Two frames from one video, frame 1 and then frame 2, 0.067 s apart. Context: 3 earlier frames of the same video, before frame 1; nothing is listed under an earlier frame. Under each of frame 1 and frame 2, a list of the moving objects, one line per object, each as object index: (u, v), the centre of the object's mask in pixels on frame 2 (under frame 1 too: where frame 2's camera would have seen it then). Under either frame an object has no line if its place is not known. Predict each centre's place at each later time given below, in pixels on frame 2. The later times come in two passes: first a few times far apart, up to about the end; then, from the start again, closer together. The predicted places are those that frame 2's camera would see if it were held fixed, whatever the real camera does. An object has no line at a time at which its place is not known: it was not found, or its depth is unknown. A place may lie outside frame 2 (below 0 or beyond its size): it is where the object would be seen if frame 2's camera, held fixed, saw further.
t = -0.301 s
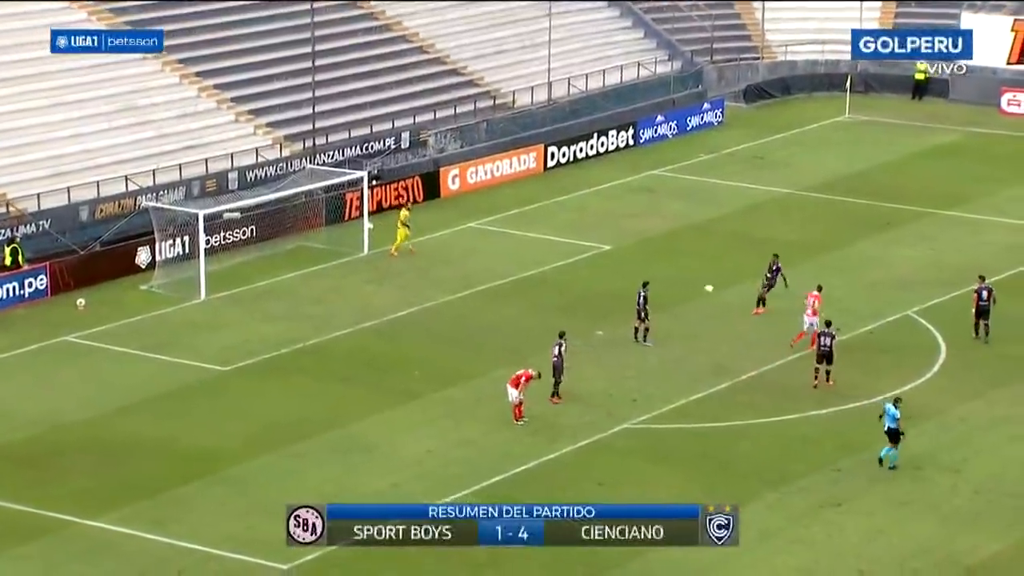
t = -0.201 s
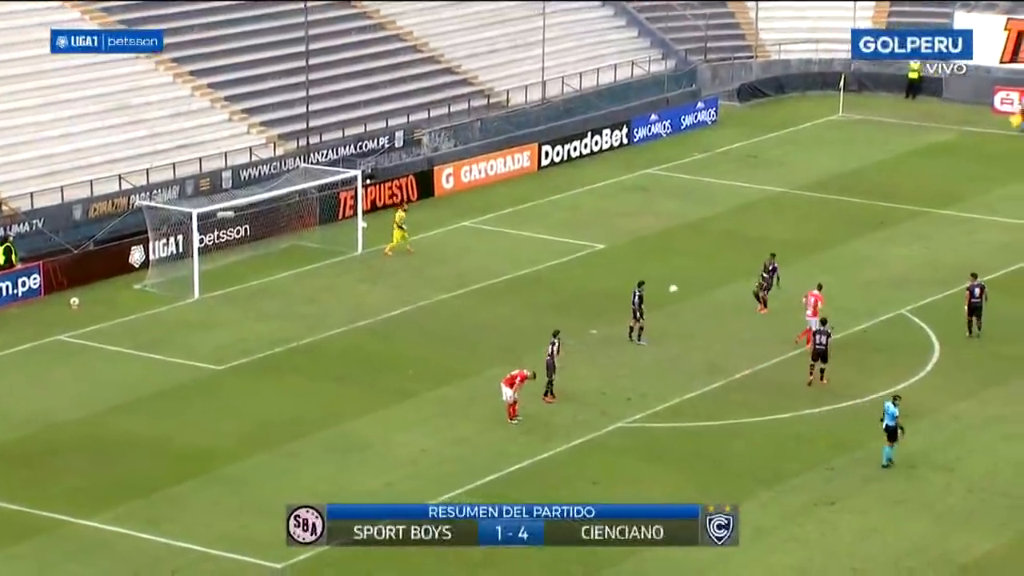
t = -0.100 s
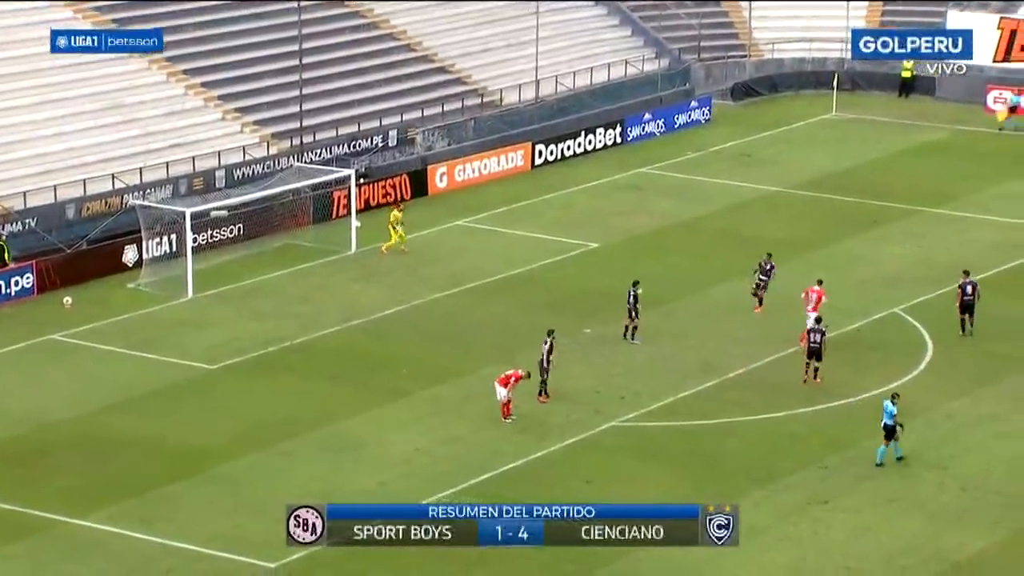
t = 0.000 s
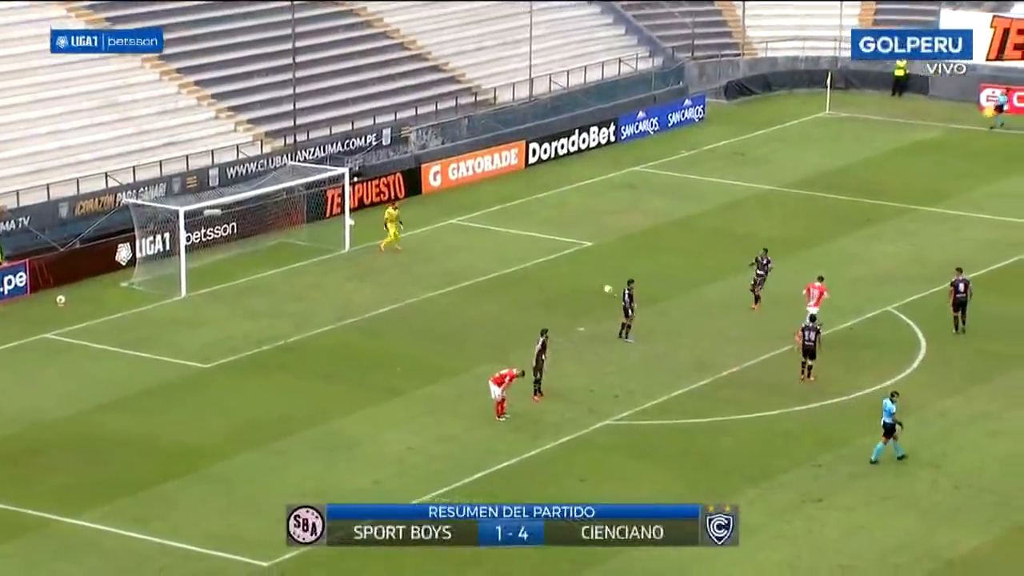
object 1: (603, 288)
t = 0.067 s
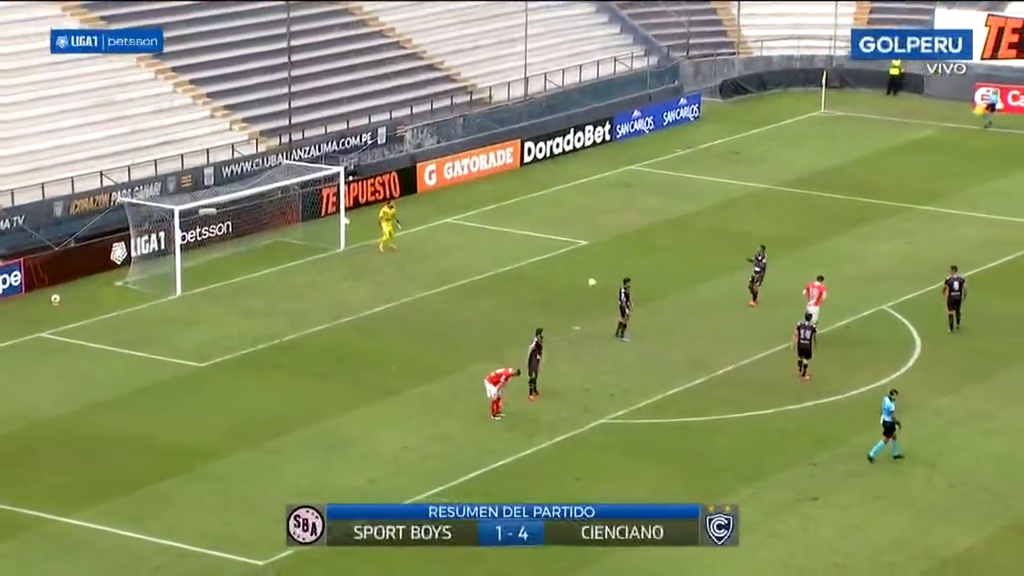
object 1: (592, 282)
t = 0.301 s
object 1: (553, 272)
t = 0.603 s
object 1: (506, 274)
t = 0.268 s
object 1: (559, 273)
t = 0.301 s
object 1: (553, 272)
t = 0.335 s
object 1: (548, 272)
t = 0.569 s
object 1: (511, 276)
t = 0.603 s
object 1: (506, 274)
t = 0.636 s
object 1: (501, 272)
